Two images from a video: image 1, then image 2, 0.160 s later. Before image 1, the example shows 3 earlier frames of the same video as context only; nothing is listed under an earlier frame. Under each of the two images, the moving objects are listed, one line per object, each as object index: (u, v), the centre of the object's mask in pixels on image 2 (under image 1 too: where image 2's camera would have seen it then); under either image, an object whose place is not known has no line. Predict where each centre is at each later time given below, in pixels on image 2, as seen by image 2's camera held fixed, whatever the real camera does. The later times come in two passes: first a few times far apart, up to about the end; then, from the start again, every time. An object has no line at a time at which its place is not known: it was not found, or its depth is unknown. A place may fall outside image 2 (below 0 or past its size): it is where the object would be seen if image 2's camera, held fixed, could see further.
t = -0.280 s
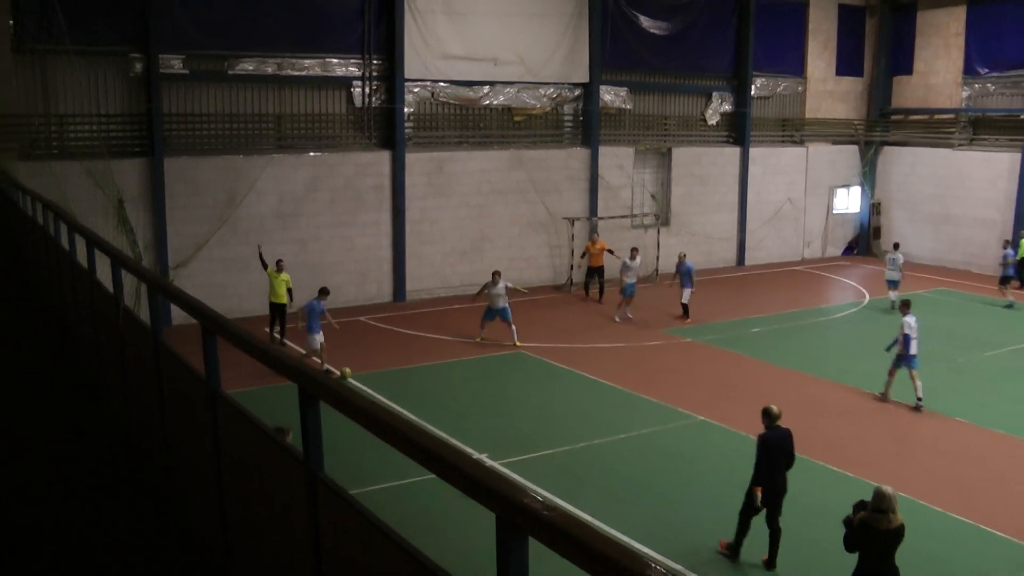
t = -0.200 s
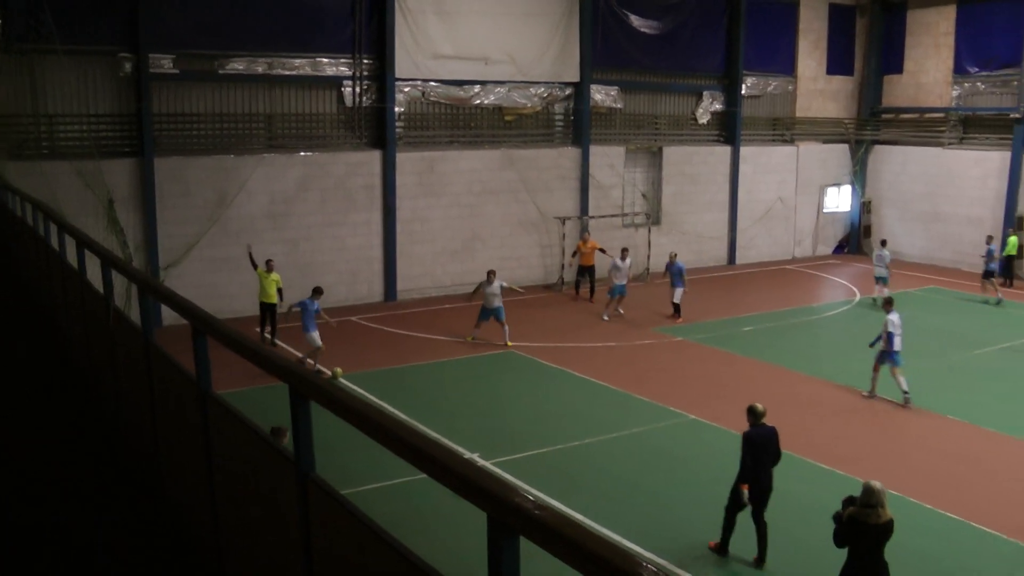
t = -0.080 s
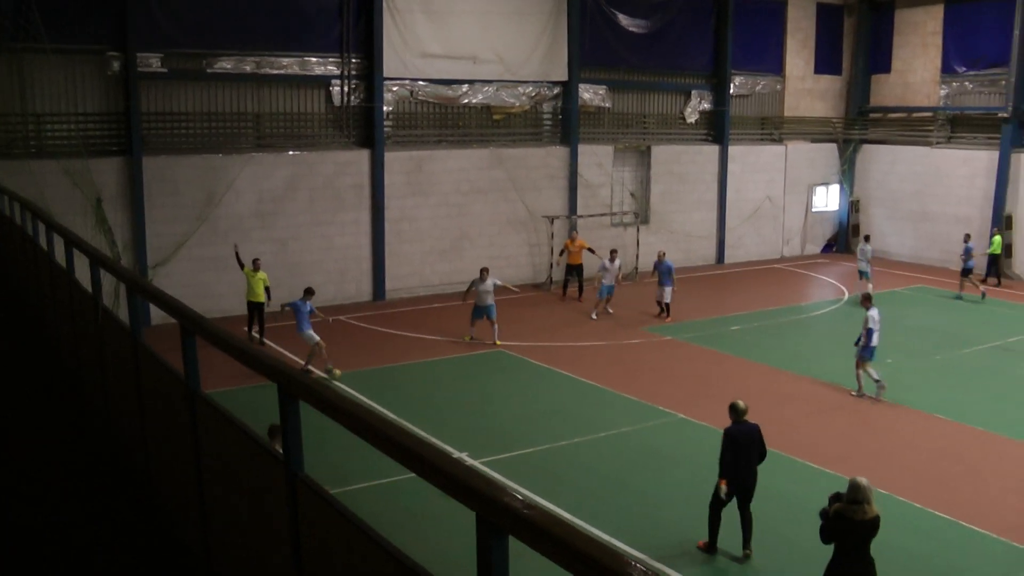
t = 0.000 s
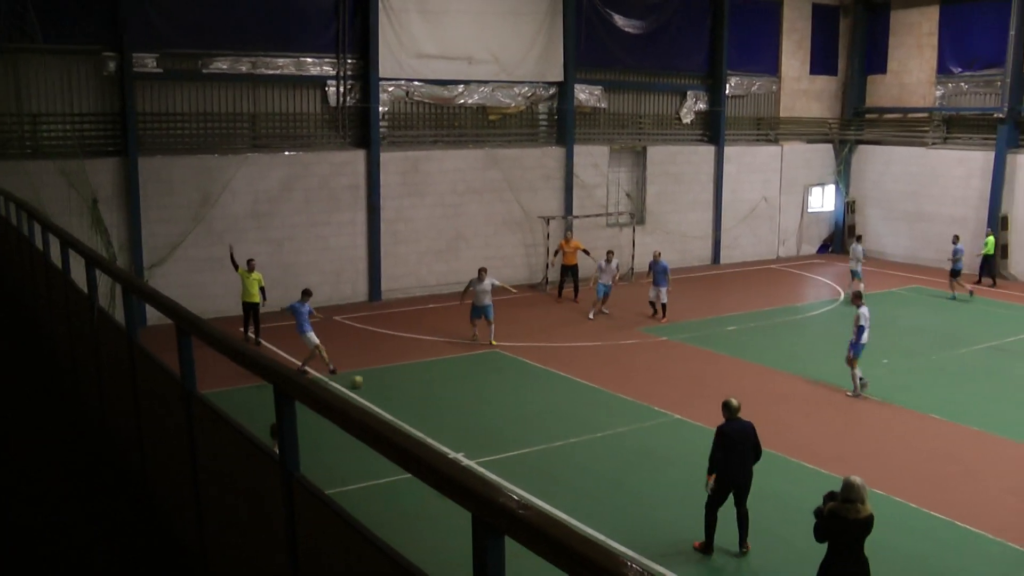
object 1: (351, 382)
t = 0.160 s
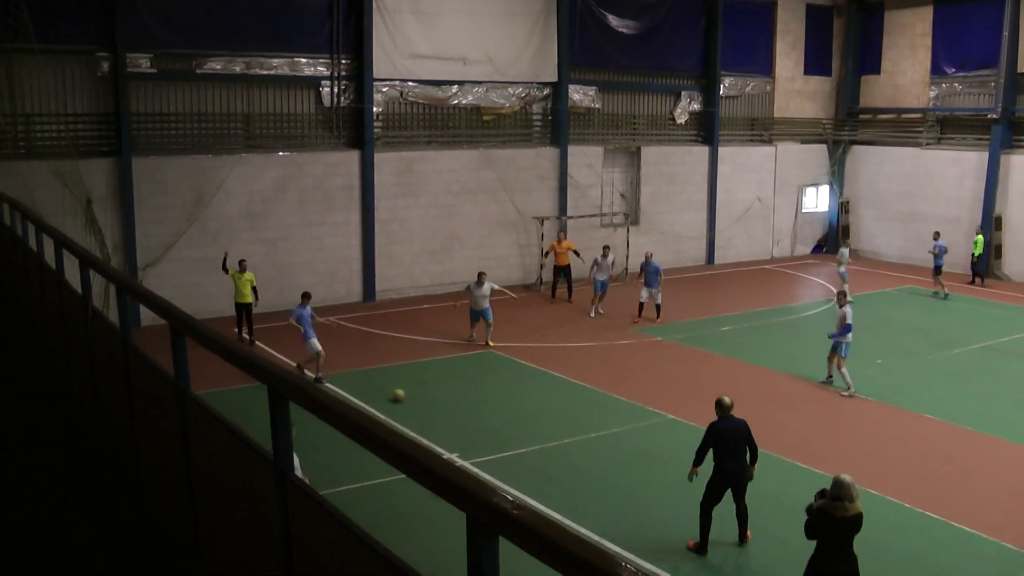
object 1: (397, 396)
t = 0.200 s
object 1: (410, 399)
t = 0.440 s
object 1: (474, 417)
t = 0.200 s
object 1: (410, 399)
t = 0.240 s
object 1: (421, 402)
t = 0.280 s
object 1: (432, 405)
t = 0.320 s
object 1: (443, 408)
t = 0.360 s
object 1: (454, 411)
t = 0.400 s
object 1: (463, 414)
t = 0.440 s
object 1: (474, 417)
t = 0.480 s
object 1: (481, 419)
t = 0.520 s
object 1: (490, 421)
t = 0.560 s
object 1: (498, 424)
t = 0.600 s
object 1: (505, 427)
